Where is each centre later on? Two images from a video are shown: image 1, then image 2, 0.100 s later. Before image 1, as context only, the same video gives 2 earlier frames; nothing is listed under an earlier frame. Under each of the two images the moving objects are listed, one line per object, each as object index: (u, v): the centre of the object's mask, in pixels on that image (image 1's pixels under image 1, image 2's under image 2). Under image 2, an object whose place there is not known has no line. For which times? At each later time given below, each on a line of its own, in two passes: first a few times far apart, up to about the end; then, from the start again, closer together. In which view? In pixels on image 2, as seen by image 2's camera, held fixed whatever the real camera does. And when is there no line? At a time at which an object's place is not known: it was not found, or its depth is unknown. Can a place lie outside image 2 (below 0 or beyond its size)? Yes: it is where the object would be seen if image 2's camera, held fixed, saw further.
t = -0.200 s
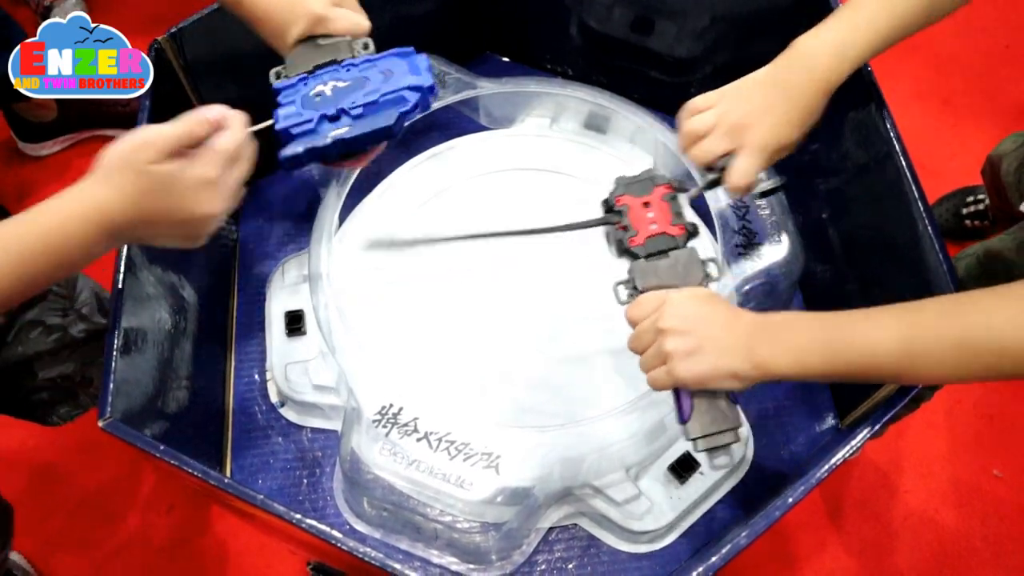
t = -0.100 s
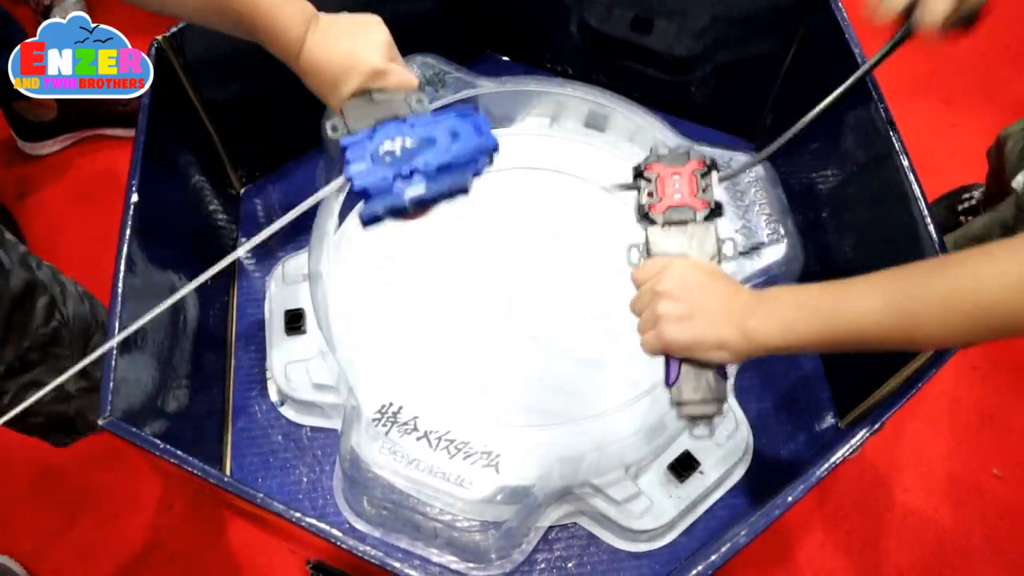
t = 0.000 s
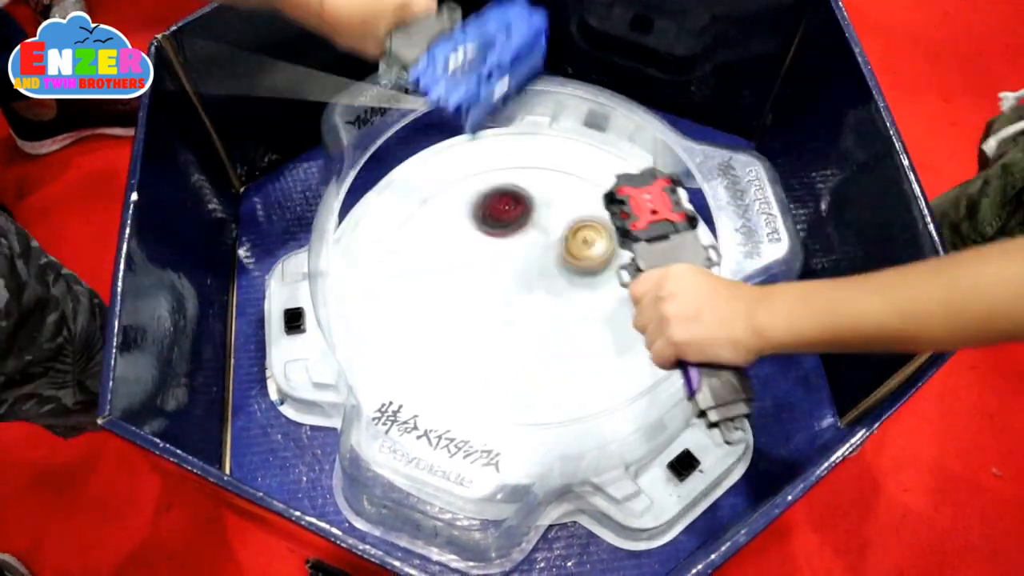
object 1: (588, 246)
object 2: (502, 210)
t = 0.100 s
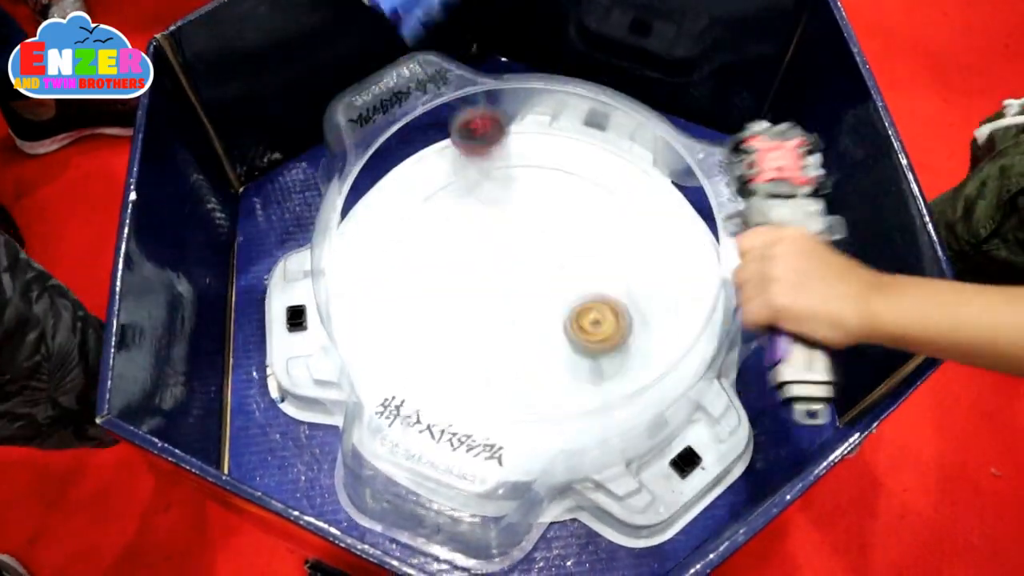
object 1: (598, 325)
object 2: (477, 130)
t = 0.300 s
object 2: (373, 169)
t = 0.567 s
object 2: (374, 168)
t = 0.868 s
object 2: (372, 171)
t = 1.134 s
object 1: (448, 276)
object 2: (372, 170)
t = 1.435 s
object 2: (372, 170)
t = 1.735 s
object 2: (372, 170)
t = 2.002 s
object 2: (372, 170)
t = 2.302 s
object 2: (372, 171)
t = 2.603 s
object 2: (372, 171)
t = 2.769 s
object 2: (373, 169)
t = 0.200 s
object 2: (415, 130)
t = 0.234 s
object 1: (596, 417)
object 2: (400, 144)
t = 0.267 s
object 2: (381, 161)
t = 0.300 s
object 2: (373, 169)
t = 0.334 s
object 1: (563, 400)
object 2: (368, 175)
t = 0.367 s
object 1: (552, 396)
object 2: (366, 178)
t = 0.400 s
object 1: (543, 388)
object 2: (367, 177)
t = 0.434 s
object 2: (373, 169)
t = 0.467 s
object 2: (377, 165)
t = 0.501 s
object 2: (377, 164)
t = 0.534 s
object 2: (375, 166)
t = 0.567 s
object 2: (374, 168)
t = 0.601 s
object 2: (372, 170)
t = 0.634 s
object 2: (371, 171)
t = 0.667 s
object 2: (371, 171)
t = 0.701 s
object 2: (371, 171)
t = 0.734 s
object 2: (371, 171)
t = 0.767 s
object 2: (372, 171)
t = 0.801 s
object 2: (372, 171)
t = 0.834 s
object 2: (372, 171)
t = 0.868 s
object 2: (372, 171)
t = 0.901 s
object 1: (456, 234)
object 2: (372, 171)
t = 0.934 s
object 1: (453, 237)
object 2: (372, 171)
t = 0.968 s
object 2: (372, 171)
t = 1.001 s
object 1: (447, 247)
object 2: (372, 170)
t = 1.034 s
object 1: (446, 253)
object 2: (372, 170)
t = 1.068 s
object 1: (446, 260)
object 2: (372, 170)
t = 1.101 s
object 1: (446, 268)
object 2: (372, 170)
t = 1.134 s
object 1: (448, 276)
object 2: (372, 170)
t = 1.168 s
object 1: (450, 283)
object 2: (372, 170)
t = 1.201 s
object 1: (454, 291)
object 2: (372, 170)
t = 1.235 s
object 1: (458, 297)
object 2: (372, 170)
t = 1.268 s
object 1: (465, 301)
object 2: (372, 170)
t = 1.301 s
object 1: (471, 304)
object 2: (372, 170)
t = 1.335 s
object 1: (478, 305)
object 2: (372, 170)
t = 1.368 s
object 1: (486, 304)
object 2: (372, 170)
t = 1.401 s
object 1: (494, 301)
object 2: (372, 170)
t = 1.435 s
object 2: (372, 170)
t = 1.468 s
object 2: (372, 170)
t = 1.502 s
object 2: (372, 170)
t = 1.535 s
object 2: (372, 171)
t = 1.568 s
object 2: (372, 170)
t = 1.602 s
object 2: (372, 171)
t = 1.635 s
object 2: (372, 170)
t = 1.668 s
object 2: (372, 171)
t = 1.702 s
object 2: (372, 170)
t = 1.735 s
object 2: (372, 170)
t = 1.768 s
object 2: (372, 170)
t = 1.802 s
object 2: (372, 171)
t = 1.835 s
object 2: (372, 170)
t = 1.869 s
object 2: (372, 170)
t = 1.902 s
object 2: (372, 170)
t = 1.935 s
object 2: (372, 170)
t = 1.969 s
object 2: (372, 170)
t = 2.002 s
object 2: (372, 170)
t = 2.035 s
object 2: (372, 170)
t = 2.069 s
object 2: (372, 170)
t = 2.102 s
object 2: (372, 170)
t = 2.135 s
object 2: (372, 171)
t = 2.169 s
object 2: (372, 171)
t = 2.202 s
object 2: (372, 170)
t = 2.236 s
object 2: (372, 170)
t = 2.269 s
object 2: (372, 170)
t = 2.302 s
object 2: (372, 171)
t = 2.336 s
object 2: (372, 171)
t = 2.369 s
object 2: (372, 171)
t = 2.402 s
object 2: (372, 171)
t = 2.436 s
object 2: (372, 171)
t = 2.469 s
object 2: (372, 171)
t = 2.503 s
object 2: (372, 171)
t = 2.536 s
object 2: (372, 171)
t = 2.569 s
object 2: (372, 171)
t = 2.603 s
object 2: (372, 171)
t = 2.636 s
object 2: (372, 171)
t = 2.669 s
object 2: (373, 170)
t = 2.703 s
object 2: (373, 170)
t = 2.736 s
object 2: (373, 170)
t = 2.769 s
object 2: (373, 169)
